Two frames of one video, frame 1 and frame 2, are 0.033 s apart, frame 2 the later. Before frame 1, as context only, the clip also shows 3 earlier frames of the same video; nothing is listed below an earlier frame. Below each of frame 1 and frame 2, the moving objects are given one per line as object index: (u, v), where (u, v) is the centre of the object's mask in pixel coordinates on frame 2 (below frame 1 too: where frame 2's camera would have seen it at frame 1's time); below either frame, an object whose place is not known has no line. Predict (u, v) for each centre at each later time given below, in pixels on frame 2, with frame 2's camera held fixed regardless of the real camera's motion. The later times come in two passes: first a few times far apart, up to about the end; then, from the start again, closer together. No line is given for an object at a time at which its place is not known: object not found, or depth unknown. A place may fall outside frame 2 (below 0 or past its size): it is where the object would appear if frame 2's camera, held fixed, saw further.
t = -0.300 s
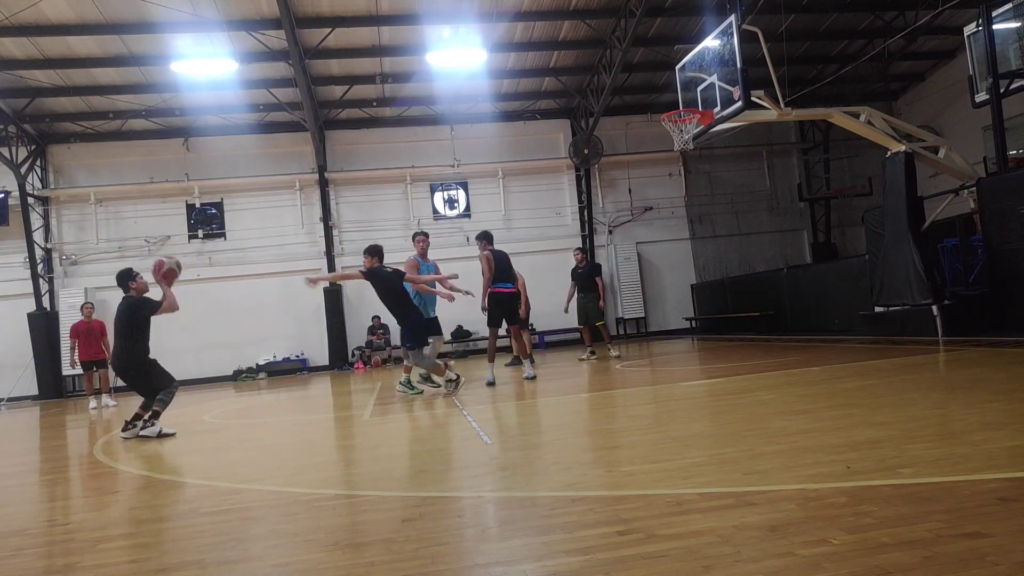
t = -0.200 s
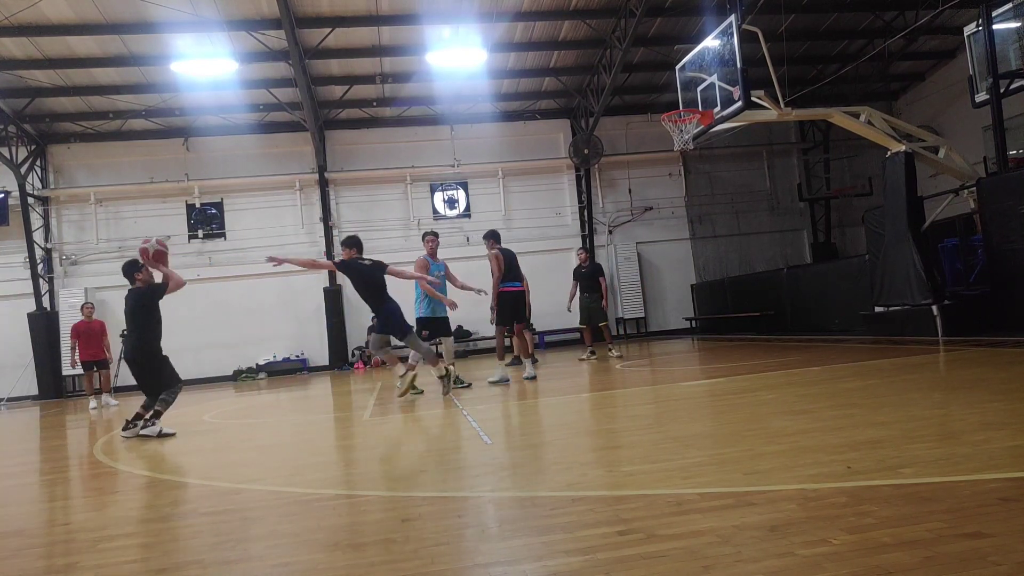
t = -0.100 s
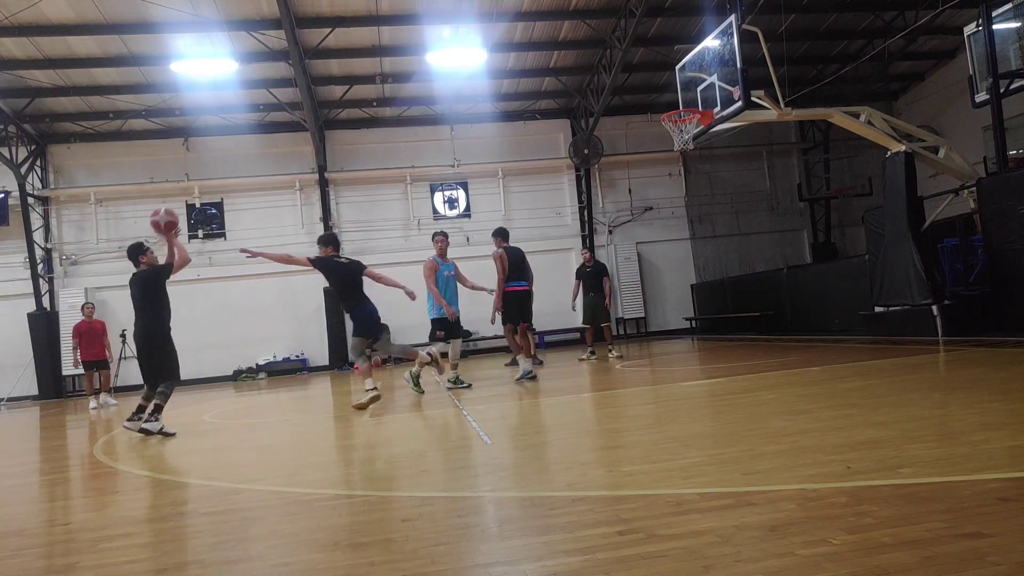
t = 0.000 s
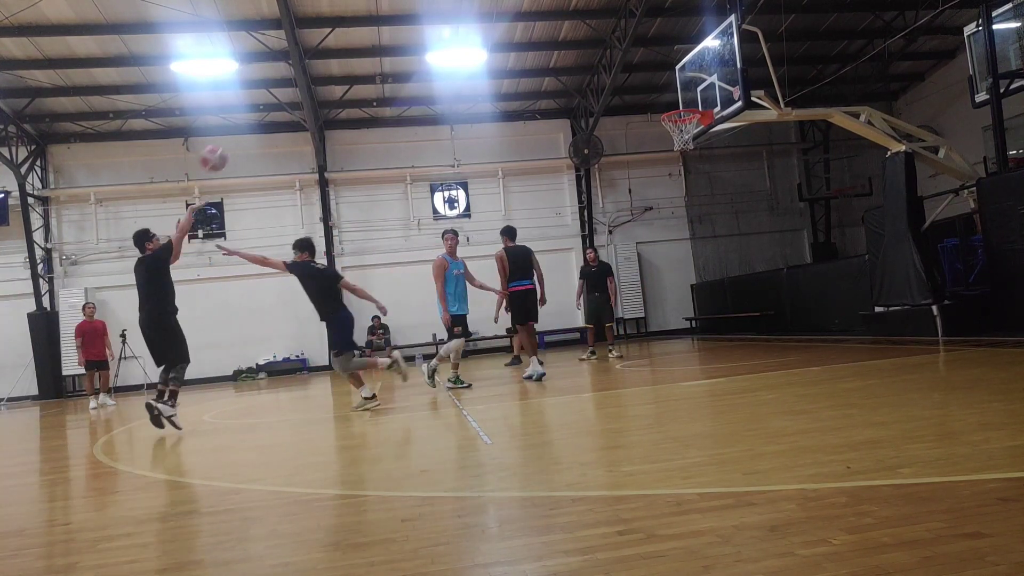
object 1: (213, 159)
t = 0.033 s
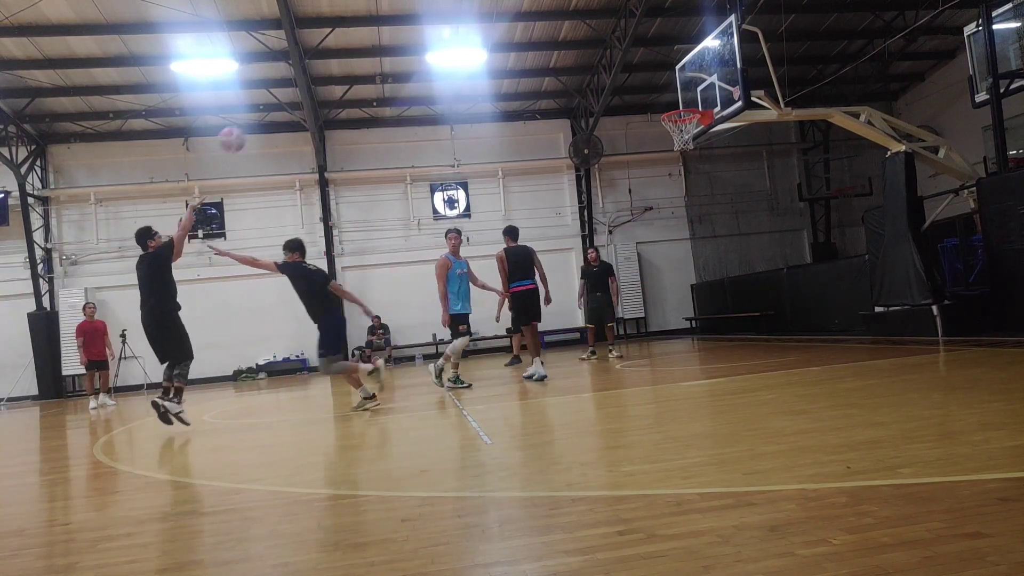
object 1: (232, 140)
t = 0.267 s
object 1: (352, 48)
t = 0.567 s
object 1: (486, 15)
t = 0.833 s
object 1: (590, 49)
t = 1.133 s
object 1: (664, 83)
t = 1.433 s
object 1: (665, 55)
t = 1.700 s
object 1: (672, 86)
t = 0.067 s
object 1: (250, 121)
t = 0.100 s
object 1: (268, 107)
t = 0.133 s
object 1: (285, 92)
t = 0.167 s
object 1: (303, 79)
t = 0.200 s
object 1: (319, 68)
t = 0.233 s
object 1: (336, 58)
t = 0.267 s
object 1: (352, 48)
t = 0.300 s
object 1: (368, 41)
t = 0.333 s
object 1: (383, 33)
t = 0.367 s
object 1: (398, 27)
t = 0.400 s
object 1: (413, 23)
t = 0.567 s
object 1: (486, 15)
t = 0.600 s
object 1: (498, 16)
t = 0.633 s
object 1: (513, 18)
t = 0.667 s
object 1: (526, 21)
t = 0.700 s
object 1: (539, 25)
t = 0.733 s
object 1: (552, 30)
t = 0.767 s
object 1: (564, 36)
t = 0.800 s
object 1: (577, 41)
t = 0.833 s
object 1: (590, 49)
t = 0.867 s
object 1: (603, 57)
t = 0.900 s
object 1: (614, 66)
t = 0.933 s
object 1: (627, 74)
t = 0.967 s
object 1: (640, 84)
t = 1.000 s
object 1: (652, 95)
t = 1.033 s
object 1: (663, 105)
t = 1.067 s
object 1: (664, 99)
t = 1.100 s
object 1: (663, 91)
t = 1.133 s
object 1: (664, 83)
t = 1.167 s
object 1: (662, 77)
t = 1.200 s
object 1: (663, 72)
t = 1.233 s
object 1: (663, 67)
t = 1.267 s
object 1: (663, 62)
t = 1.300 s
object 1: (664, 59)
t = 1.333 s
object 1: (664, 57)
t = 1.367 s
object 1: (664, 55)
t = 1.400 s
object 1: (664, 55)
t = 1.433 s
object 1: (665, 55)
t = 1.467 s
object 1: (665, 56)
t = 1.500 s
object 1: (666, 57)
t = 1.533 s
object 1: (666, 60)
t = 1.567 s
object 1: (666, 63)
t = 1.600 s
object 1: (668, 67)
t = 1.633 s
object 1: (669, 73)
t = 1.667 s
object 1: (671, 79)
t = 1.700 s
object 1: (672, 86)
